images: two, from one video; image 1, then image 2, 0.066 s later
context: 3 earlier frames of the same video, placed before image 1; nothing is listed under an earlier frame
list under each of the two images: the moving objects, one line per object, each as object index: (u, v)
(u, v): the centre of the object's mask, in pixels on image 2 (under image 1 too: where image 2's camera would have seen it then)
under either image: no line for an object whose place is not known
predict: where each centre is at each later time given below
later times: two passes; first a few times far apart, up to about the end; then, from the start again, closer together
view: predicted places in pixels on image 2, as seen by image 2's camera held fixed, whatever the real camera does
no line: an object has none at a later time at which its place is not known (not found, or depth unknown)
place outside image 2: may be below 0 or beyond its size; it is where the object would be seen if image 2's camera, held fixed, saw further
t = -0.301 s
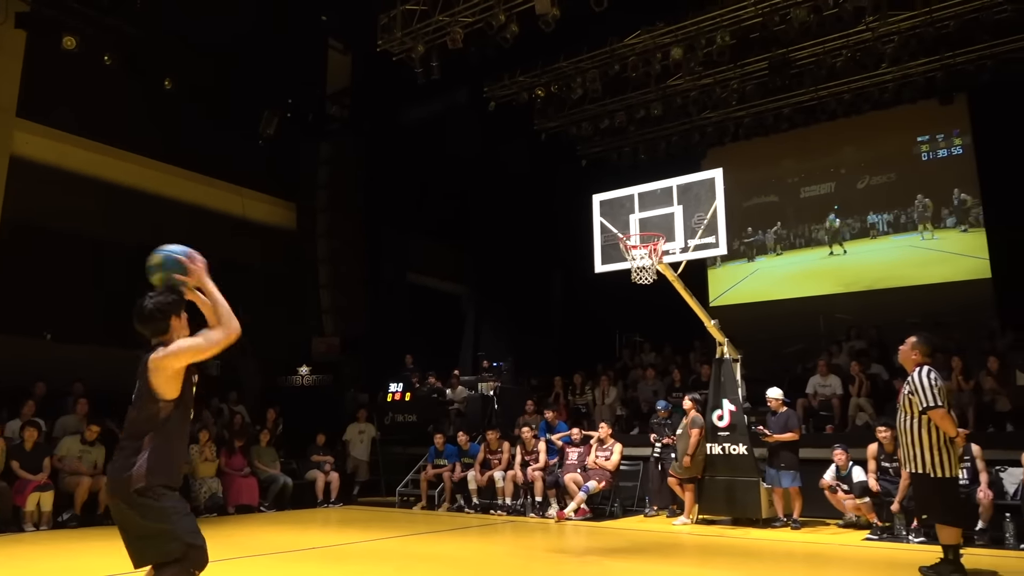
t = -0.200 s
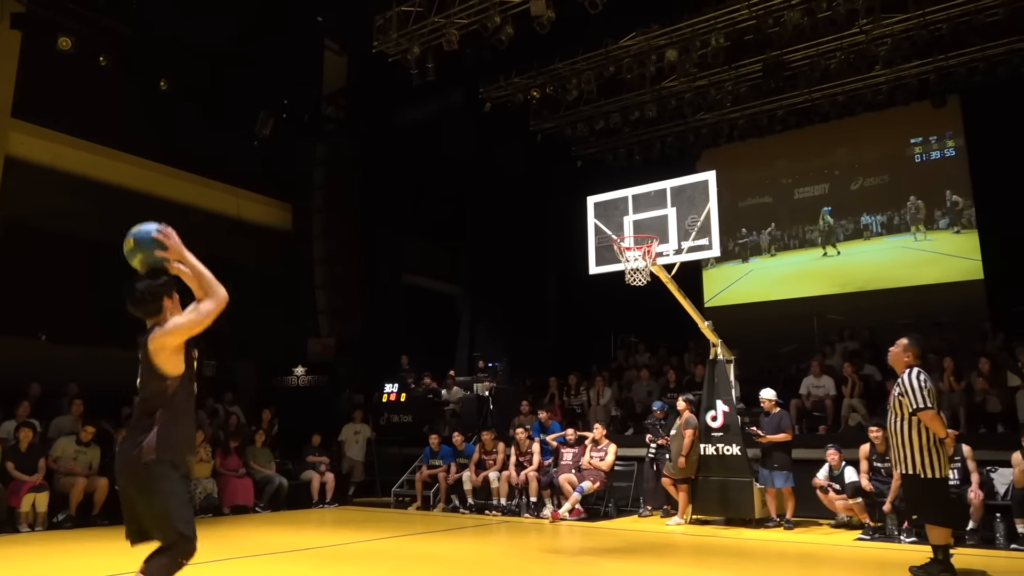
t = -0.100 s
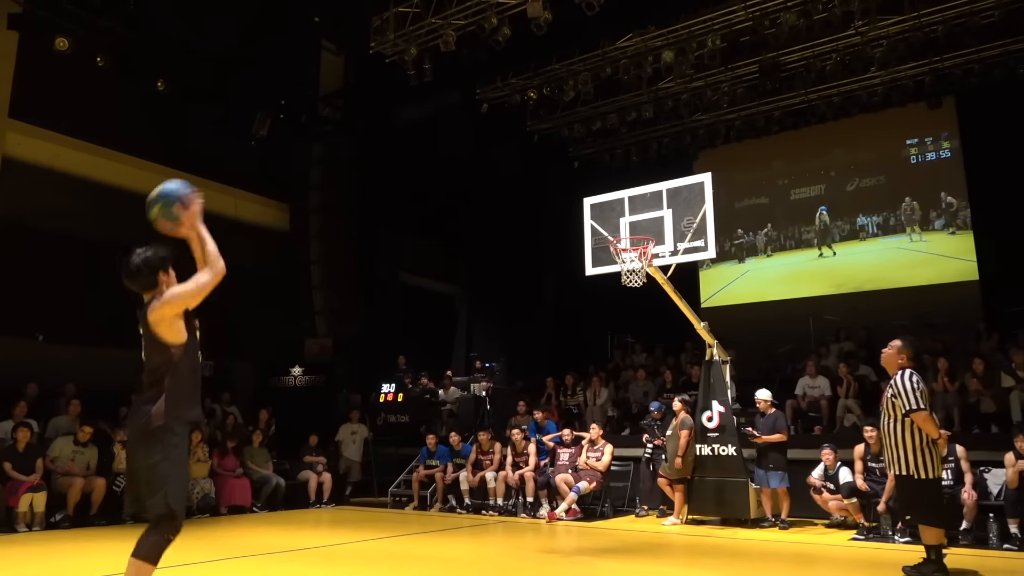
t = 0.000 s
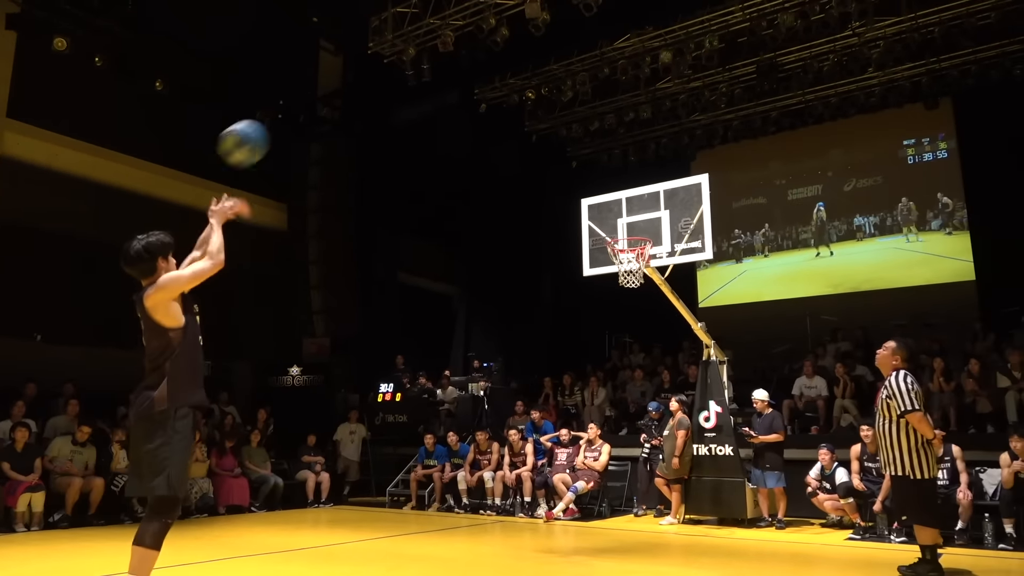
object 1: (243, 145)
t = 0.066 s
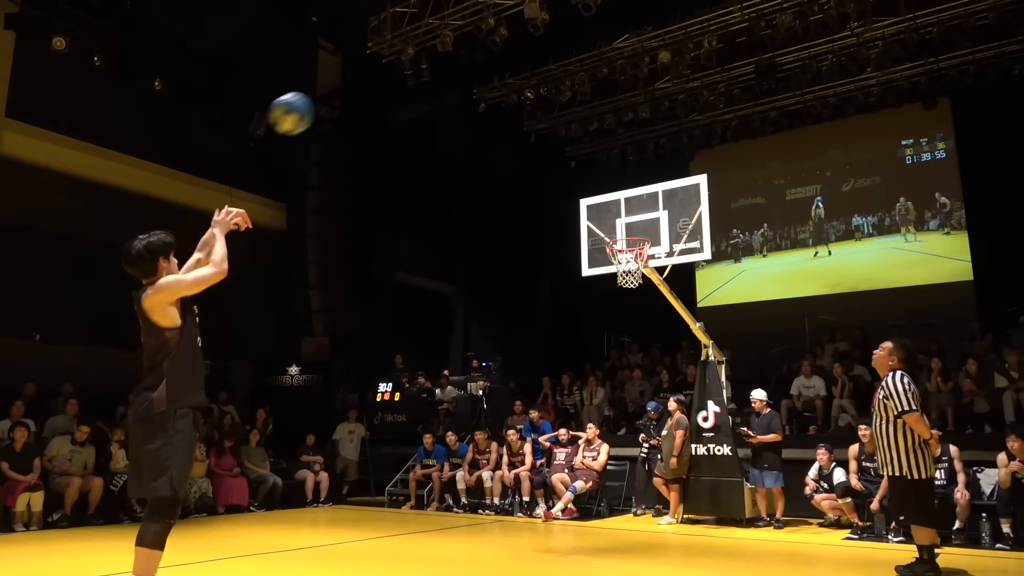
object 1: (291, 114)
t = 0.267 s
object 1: (403, 77)
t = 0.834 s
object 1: (588, 192)
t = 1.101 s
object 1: (633, 234)
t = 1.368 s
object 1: (623, 222)
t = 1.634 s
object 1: (617, 231)
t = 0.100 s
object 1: (313, 103)
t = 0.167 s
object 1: (353, 88)
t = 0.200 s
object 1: (371, 83)
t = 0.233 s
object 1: (388, 79)
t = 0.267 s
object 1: (403, 77)
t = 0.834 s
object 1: (588, 192)
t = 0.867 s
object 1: (597, 206)
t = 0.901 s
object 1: (604, 220)
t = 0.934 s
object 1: (610, 233)
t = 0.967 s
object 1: (615, 234)
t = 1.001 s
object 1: (620, 234)
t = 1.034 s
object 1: (624, 235)
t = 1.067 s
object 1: (629, 235)
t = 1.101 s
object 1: (633, 234)
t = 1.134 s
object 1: (633, 232)
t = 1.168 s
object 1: (631, 228)
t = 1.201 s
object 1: (629, 224)
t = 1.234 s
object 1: (628, 222)
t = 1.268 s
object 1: (627, 221)
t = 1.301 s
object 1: (625, 220)
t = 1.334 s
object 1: (624, 220)
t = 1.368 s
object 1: (623, 222)
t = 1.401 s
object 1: (622, 224)
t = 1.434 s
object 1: (620, 228)
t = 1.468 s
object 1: (619, 231)
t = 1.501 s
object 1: (619, 230)
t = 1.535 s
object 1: (618, 229)
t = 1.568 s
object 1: (618, 229)
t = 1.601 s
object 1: (617, 230)
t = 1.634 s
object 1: (617, 231)
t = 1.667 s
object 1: (616, 234)
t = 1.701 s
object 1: (615, 238)
